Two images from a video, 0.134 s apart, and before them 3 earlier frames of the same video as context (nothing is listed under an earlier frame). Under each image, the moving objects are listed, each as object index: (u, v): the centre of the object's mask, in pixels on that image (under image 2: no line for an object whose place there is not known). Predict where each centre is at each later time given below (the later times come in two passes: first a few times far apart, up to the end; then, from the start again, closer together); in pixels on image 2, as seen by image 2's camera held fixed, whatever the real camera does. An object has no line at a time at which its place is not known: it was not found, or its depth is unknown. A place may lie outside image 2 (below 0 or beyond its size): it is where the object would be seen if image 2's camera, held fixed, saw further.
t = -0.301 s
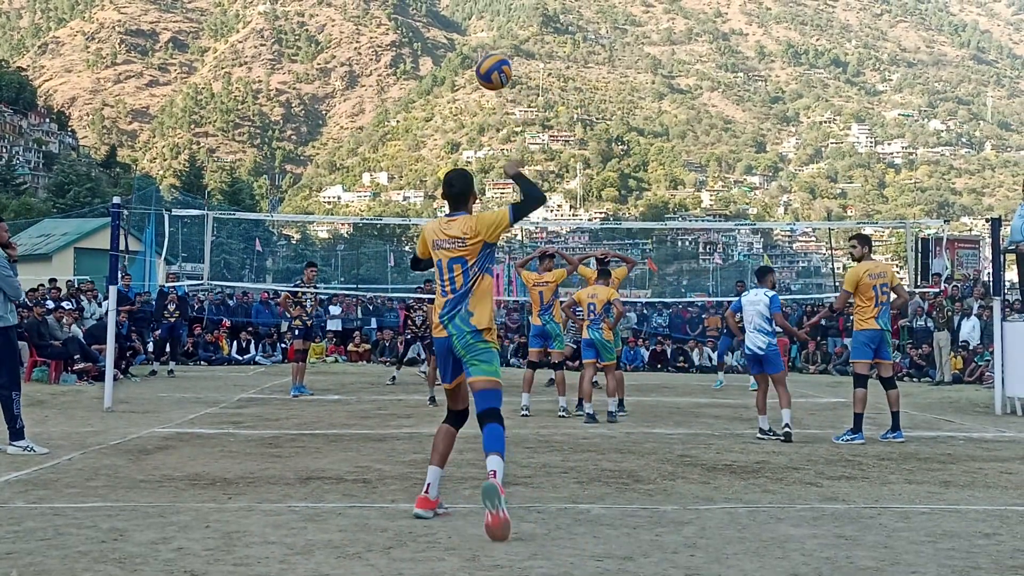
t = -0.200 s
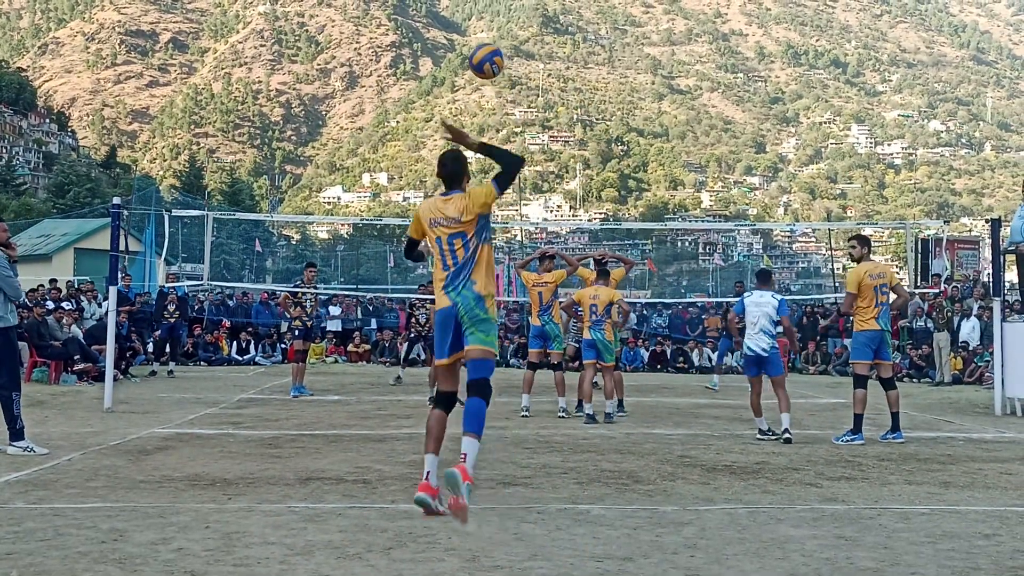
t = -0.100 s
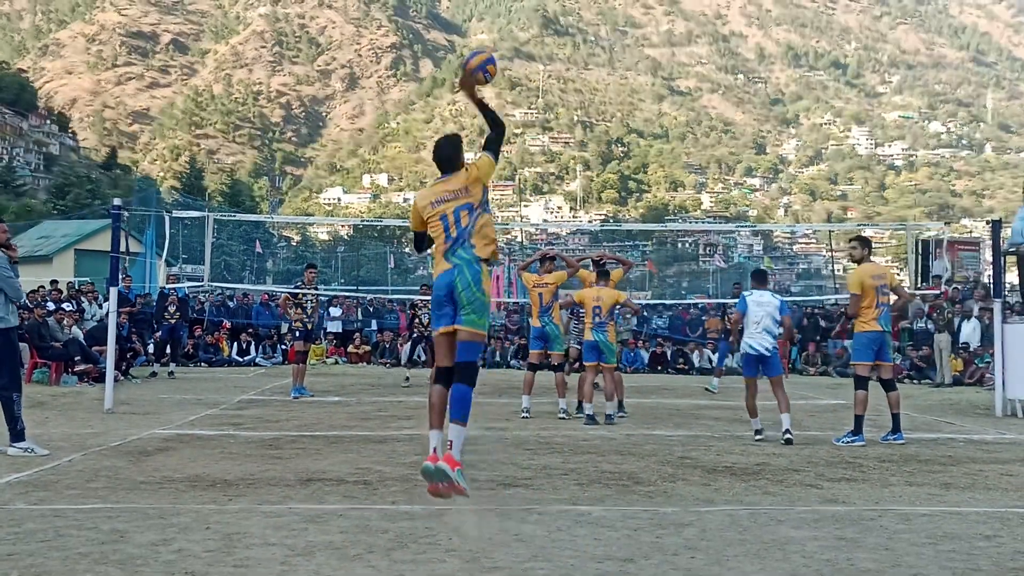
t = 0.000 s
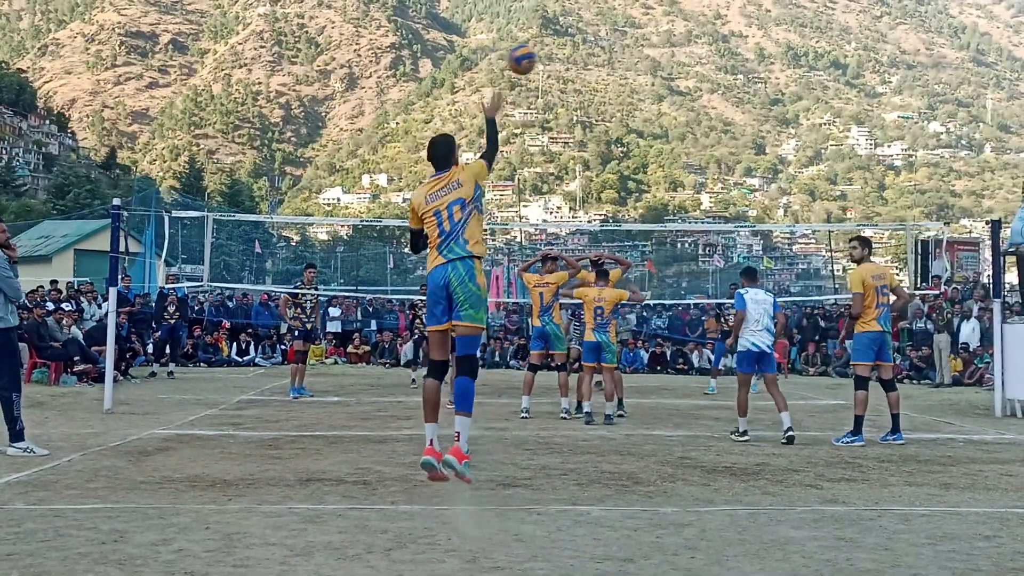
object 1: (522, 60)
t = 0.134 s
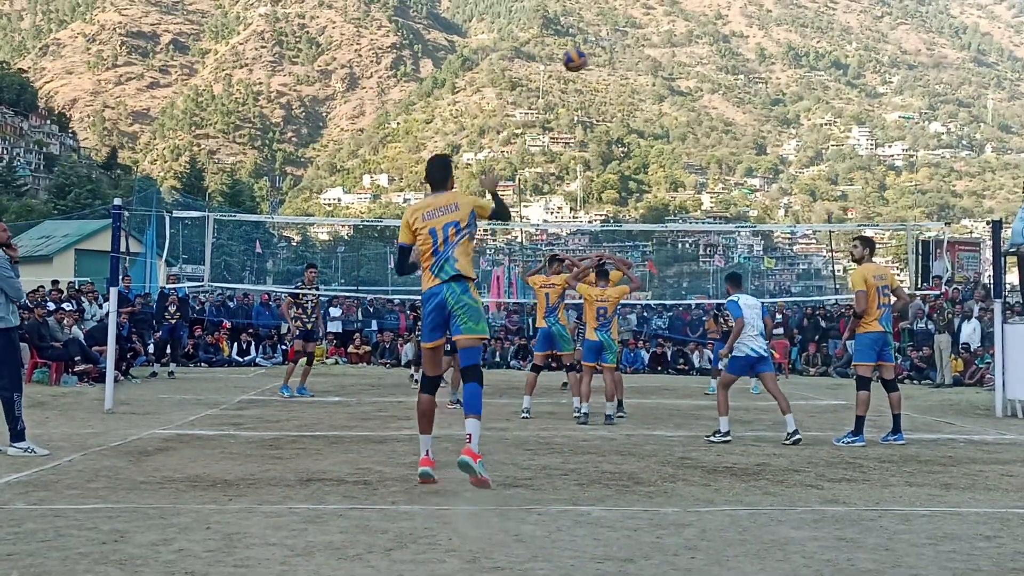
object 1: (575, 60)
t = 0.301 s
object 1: (614, 78)
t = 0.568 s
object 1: (657, 145)
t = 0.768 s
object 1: (677, 209)
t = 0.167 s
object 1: (583, 61)
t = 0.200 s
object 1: (592, 64)
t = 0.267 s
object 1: (607, 74)
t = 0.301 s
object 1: (614, 78)
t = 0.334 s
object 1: (620, 85)
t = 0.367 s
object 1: (627, 91)
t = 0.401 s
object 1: (633, 99)
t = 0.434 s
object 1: (638, 108)
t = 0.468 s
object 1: (644, 116)
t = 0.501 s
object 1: (648, 125)
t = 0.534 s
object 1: (653, 135)
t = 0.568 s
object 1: (657, 145)
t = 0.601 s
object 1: (661, 155)
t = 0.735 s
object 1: (675, 198)
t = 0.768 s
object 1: (677, 209)
